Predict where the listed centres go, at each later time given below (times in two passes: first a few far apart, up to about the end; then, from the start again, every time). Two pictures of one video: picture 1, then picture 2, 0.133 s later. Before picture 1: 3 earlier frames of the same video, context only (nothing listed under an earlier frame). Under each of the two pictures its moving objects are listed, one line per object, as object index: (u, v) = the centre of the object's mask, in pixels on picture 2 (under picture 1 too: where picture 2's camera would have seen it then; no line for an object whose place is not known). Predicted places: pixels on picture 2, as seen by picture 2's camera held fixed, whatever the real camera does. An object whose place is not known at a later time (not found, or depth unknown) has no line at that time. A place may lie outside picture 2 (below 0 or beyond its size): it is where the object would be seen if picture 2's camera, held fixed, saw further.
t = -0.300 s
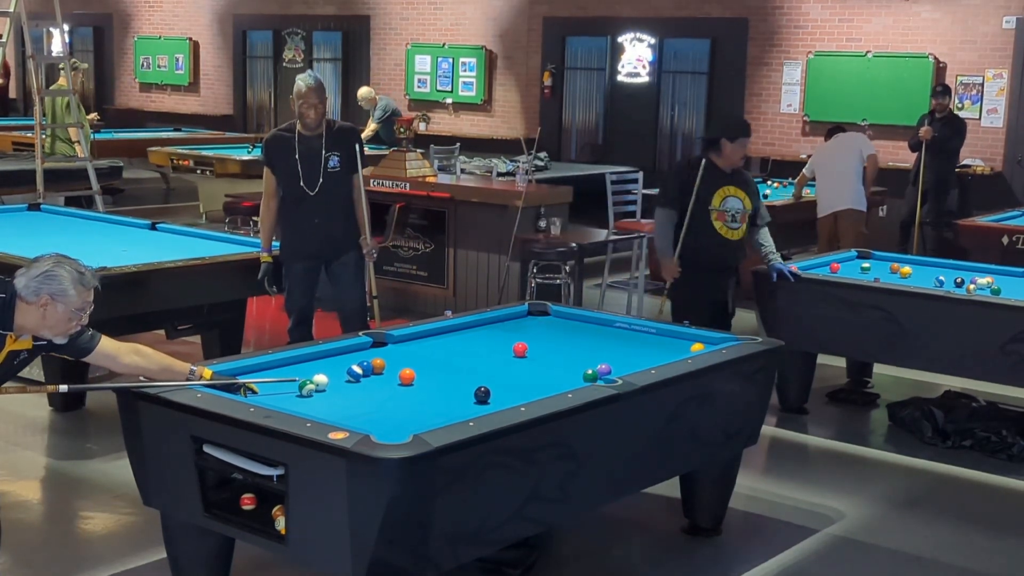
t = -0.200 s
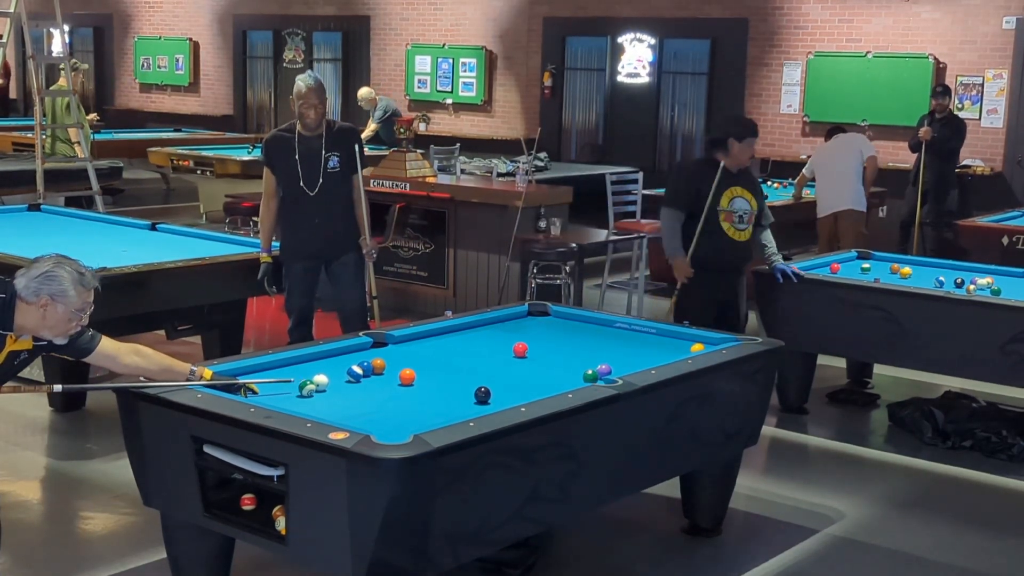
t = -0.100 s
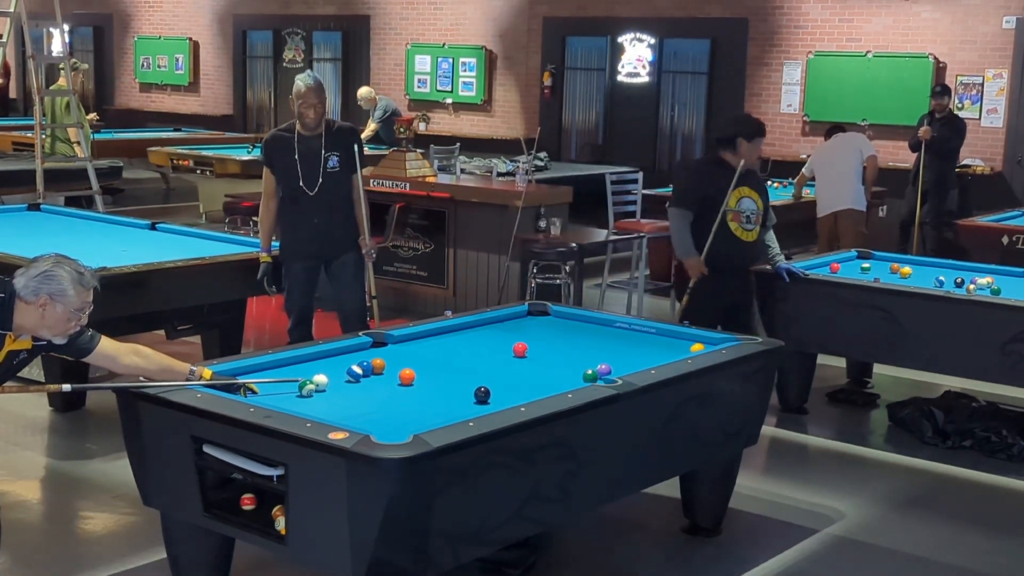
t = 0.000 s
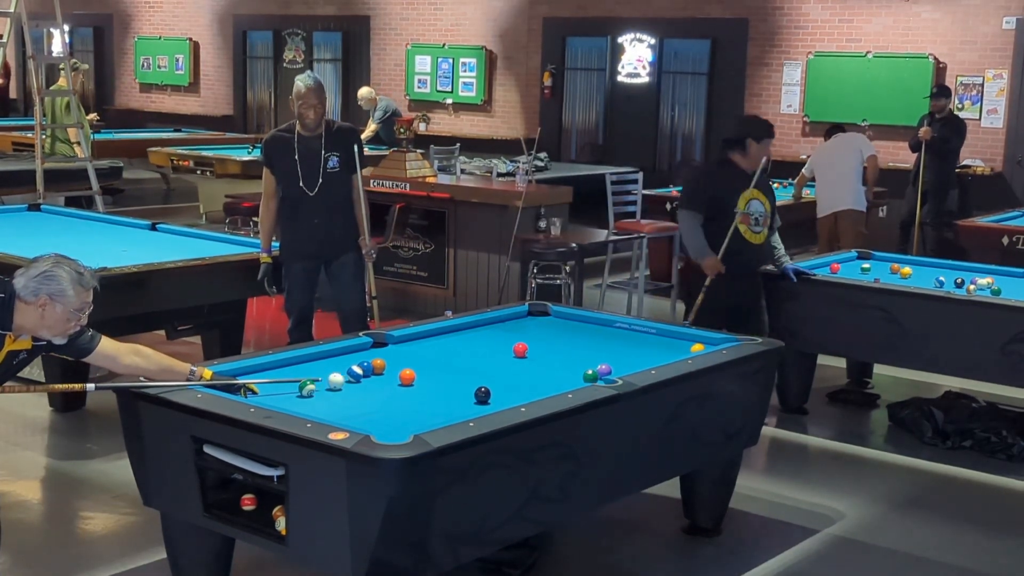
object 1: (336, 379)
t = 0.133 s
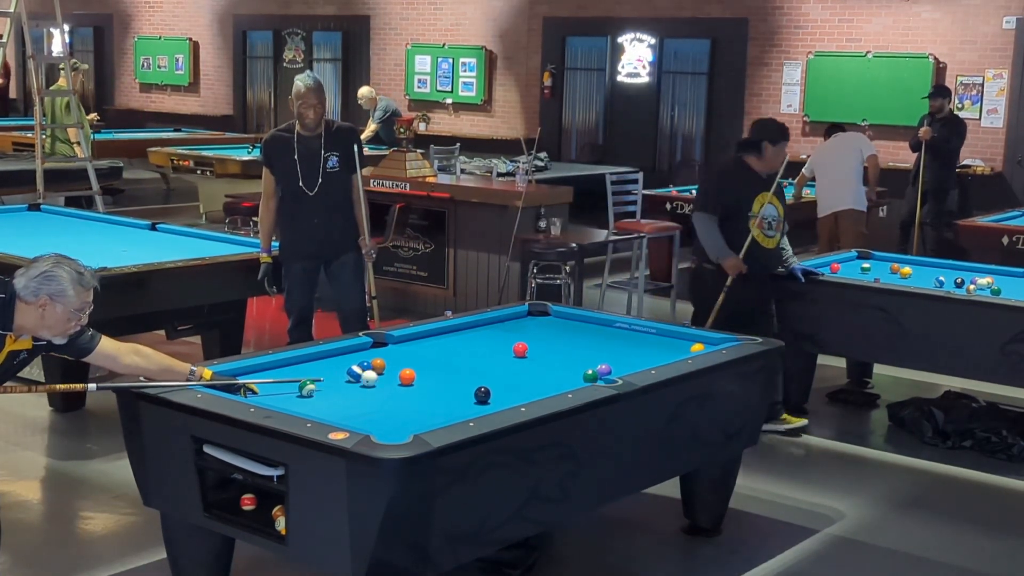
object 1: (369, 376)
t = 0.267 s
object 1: (392, 373)
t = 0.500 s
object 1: (404, 370)
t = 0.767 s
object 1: (417, 364)
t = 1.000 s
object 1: (427, 360)
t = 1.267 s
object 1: (438, 356)
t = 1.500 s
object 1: (447, 352)
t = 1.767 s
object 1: (456, 349)
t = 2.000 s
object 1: (463, 346)
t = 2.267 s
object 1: (470, 343)
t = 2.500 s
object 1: (475, 341)
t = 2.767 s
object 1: (480, 339)
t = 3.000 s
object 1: (484, 337)
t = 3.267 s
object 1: (488, 335)
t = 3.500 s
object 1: (491, 334)
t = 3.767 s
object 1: (493, 333)
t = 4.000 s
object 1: (494, 333)
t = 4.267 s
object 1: (495, 332)
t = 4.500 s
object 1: (495, 332)
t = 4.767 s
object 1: (495, 332)
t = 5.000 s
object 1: (495, 332)
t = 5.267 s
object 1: (495, 332)
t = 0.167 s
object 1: (377, 375)
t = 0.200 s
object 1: (386, 375)
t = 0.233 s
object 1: (391, 374)
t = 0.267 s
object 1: (392, 373)
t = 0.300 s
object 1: (393, 371)
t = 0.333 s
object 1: (395, 373)
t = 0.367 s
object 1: (397, 373)
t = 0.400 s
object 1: (399, 370)
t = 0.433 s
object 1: (401, 369)
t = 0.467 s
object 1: (402, 368)
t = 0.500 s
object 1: (404, 370)
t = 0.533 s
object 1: (406, 369)
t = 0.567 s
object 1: (408, 366)
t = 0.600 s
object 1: (409, 367)
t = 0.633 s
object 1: (411, 367)
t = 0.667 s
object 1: (412, 366)
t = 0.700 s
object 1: (414, 366)
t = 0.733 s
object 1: (415, 365)
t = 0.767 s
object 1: (417, 364)
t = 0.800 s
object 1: (418, 364)
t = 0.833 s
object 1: (420, 363)
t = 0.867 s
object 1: (422, 362)
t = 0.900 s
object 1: (423, 362)
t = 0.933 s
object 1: (424, 361)
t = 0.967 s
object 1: (426, 361)
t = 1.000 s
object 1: (427, 360)
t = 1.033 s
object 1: (429, 359)
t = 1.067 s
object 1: (430, 359)
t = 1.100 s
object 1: (431, 358)
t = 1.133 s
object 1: (433, 358)
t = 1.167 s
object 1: (434, 357)
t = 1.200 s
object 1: (436, 357)
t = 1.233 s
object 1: (437, 356)
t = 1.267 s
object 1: (438, 356)
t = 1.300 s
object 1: (440, 355)
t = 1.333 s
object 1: (441, 355)
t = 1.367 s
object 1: (442, 354)
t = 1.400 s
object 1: (443, 354)
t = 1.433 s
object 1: (445, 353)
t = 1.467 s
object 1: (445, 353)
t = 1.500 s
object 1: (447, 352)
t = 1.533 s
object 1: (448, 352)
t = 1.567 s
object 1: (449, 351)
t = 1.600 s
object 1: (450, 351)
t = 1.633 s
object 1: (451, 350)
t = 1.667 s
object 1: (452, 350)
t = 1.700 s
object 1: (454, 349)
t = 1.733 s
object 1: (455, 349)
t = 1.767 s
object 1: (456, 349)
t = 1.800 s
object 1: (457, 348)
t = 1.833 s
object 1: (458, 348)
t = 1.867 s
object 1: (459, 347)
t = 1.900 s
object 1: (460, 347)
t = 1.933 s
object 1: (461, 347)
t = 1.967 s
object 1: (462, 346)
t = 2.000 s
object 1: (463, 346)
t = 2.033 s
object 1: (464, 345)
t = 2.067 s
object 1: (465, 345)
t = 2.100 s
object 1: (465, 345)
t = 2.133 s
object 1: (466, 344)
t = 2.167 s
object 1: (467, 344)
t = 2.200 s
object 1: (468, 344)
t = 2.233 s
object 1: (469, 343)
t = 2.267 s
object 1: (470, 343)
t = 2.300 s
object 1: (470, 342)
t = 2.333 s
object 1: (471, 342)
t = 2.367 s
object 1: (472, 342)
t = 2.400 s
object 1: (473, 341)
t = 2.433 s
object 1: (474, 341)
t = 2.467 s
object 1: (474, 341)
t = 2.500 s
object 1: (475, 341)
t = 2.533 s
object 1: (476, 340)
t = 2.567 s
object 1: (476, 340)
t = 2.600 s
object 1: (477, 340)
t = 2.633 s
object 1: (478, 340)
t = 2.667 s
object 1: (479, 339)
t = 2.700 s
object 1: (479, 339)
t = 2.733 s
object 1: (480, 339)
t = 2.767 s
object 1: (480, 339)
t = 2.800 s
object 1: (481, 338)
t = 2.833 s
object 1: (482, 338)
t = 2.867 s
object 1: (482, 338)
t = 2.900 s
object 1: (483, 338)
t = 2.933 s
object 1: (483, 337)
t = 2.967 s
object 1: (484, 337)
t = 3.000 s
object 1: (484, 337)
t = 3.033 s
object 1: (485, 337)
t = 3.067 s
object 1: (485, 336)
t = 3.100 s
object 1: (486, 336)
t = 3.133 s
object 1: (486, 336)
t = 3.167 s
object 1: (487, 336)
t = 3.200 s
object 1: (487, 336)
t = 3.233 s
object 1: (487, 336)
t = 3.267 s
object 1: (488, 335)
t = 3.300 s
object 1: (488, 335)
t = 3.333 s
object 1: (489, 335)
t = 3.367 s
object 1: (489, 335)
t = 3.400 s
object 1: (489, 334)
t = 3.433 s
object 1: (490, 334)
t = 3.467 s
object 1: (490, 334)
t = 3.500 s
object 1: (491, 334)
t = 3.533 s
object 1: (491, 334)
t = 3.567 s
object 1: (491, 334)
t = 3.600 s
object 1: (491, 334)
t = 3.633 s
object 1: (492, 333)
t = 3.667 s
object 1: (492, 333)
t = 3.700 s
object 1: (492, 333)
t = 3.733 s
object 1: (492, 333)
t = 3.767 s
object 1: (493, 333)
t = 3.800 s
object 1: (493, 333)
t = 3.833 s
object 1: (493, 333)
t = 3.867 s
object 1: (493, 333)
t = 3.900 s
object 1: (493, 333)
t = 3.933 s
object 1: (494, 333)
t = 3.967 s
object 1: (494, 333)
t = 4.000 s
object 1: (494, 333)
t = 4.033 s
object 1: (494, 333)
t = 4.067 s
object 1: (494, 332)
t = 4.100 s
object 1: (494, 332)
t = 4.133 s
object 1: (494, 332)
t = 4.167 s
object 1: (495, 332)
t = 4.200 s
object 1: (495, 332)
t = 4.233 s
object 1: (495, 332)
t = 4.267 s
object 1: (495, 332)
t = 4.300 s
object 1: (495, 332)
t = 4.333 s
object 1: (495, 332)
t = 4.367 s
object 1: (495, 332)
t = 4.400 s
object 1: (495, 332)
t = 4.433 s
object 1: (495, 332)
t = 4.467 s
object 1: (495, 332)
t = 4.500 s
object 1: (495, 332)
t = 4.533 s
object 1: (495, 332)
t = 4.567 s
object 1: (495, 332)
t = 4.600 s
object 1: (495, 332)
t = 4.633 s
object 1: (495, 332)
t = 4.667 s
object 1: (495, 332)
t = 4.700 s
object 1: (495, 332)
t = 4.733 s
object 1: (495, 332)
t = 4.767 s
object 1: (495, 332)
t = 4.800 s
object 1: (495, 332)
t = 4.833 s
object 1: (495, 332)
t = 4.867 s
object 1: (495, 332)
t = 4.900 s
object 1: (495, 332)
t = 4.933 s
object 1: (495, 332)
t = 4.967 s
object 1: (495, 332)
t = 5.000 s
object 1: (495, 332)
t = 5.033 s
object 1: (495, 332)
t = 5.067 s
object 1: (495, 332)
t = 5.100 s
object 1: (495, 332)
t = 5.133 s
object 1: (495, 332)
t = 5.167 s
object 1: (495, 332)
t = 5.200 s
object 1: (495, 332)
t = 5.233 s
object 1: (495, 332)
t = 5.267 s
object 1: (495, 332)
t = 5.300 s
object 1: (495, 332)
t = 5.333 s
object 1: (495, 332)
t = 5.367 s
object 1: (495, 332)
